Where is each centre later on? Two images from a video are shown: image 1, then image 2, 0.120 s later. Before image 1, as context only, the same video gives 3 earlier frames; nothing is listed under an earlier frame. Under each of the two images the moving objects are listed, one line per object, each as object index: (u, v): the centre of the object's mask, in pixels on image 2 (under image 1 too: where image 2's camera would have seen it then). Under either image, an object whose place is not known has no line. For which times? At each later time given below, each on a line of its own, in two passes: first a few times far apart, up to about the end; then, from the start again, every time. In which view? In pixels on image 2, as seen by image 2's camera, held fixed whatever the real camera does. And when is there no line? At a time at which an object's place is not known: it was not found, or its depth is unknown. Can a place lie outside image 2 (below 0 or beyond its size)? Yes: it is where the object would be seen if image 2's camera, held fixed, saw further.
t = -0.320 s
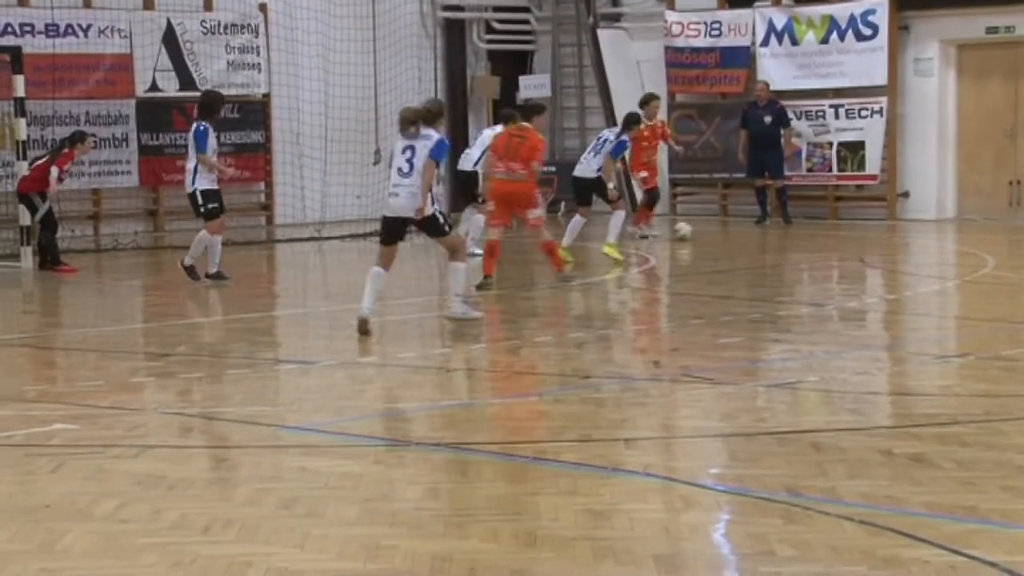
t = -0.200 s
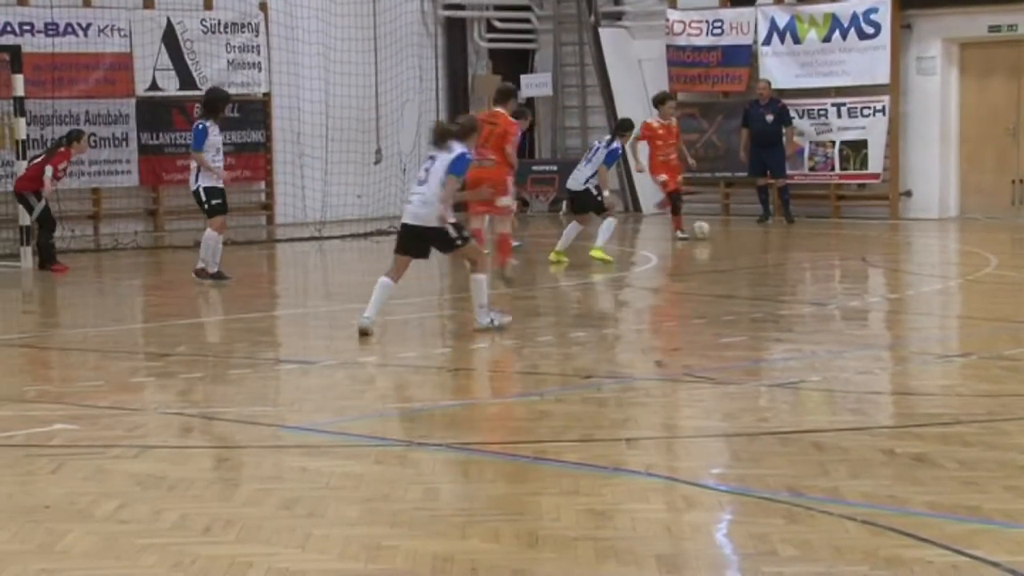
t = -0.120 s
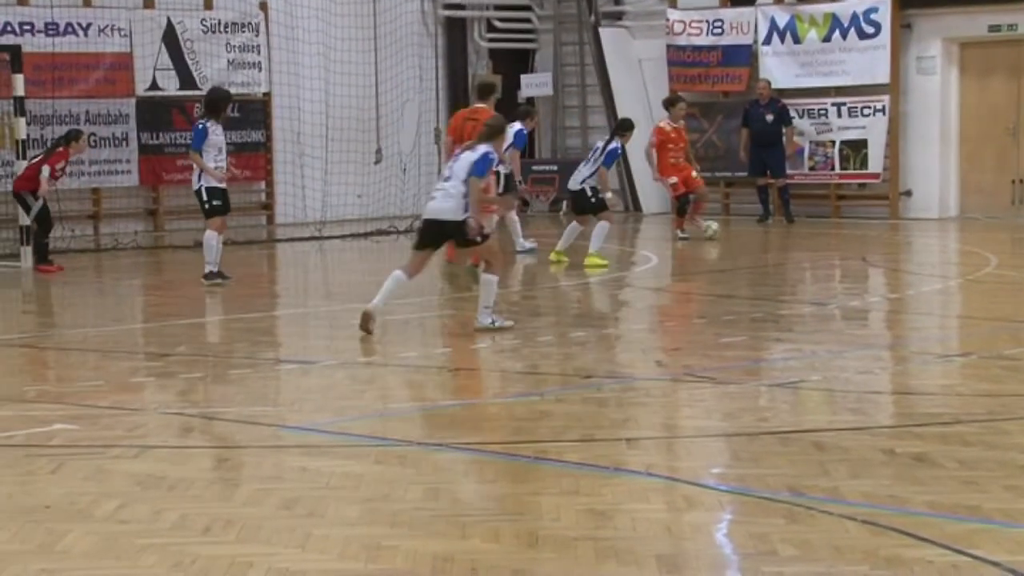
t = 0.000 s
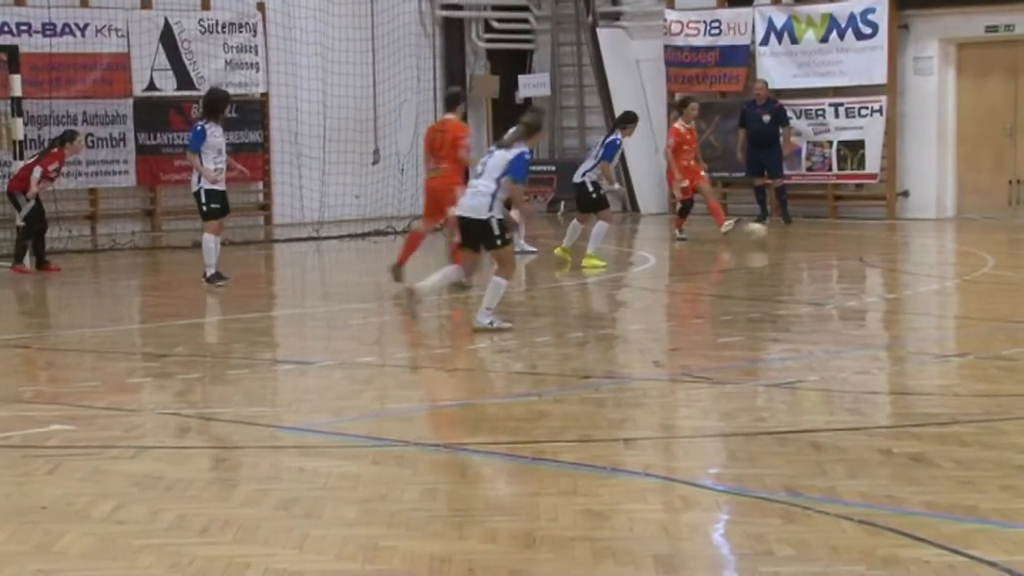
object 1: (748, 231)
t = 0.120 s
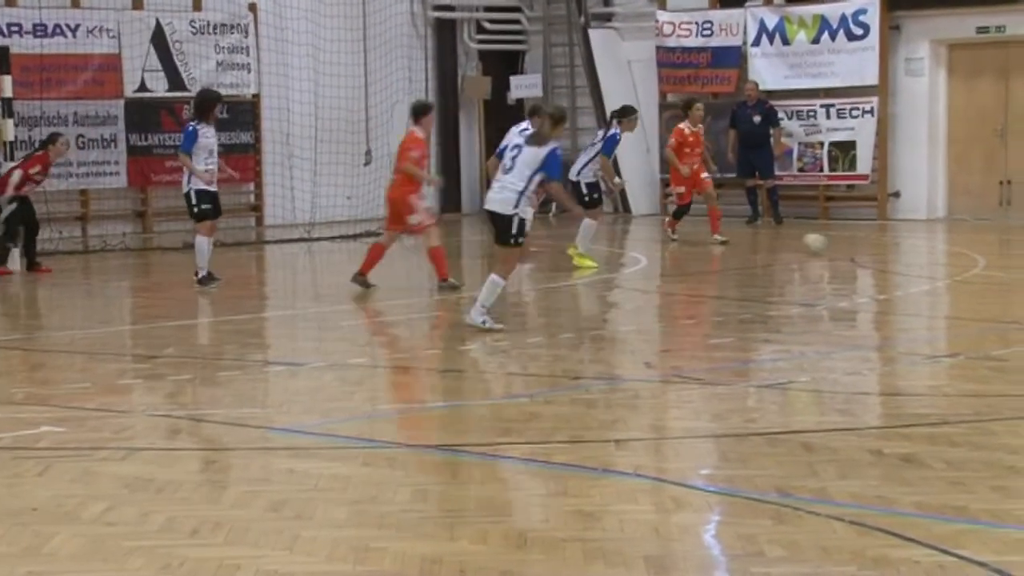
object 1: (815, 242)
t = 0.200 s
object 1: (861, 251)
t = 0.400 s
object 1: (985, 266)
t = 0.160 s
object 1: (838, 246)
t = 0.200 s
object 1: (861, 251)
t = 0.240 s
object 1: (885, 252)
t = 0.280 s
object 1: (910, 256)
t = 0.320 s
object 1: (934, 261)
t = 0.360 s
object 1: (958, 263)
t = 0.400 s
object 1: (985, 266)
